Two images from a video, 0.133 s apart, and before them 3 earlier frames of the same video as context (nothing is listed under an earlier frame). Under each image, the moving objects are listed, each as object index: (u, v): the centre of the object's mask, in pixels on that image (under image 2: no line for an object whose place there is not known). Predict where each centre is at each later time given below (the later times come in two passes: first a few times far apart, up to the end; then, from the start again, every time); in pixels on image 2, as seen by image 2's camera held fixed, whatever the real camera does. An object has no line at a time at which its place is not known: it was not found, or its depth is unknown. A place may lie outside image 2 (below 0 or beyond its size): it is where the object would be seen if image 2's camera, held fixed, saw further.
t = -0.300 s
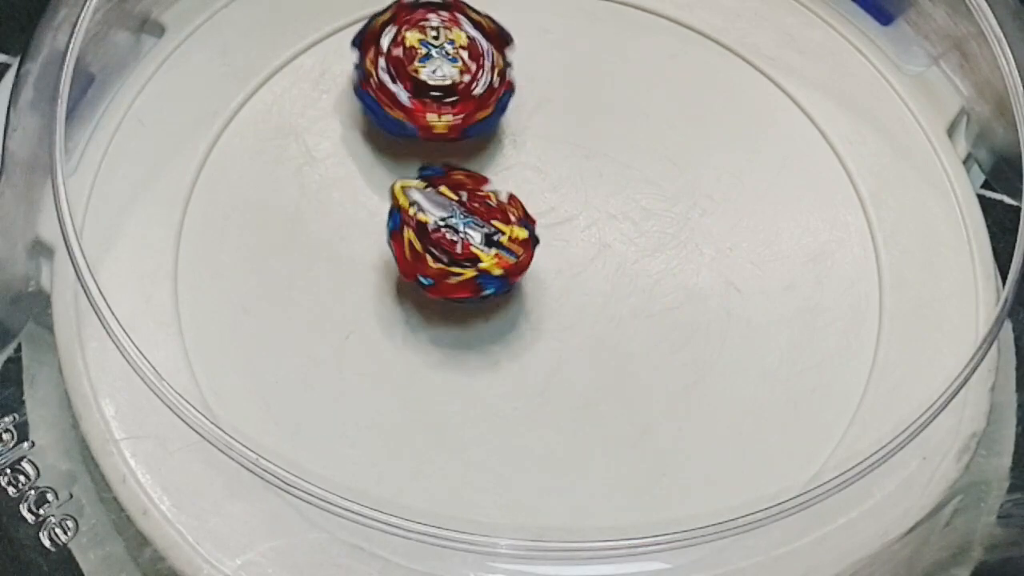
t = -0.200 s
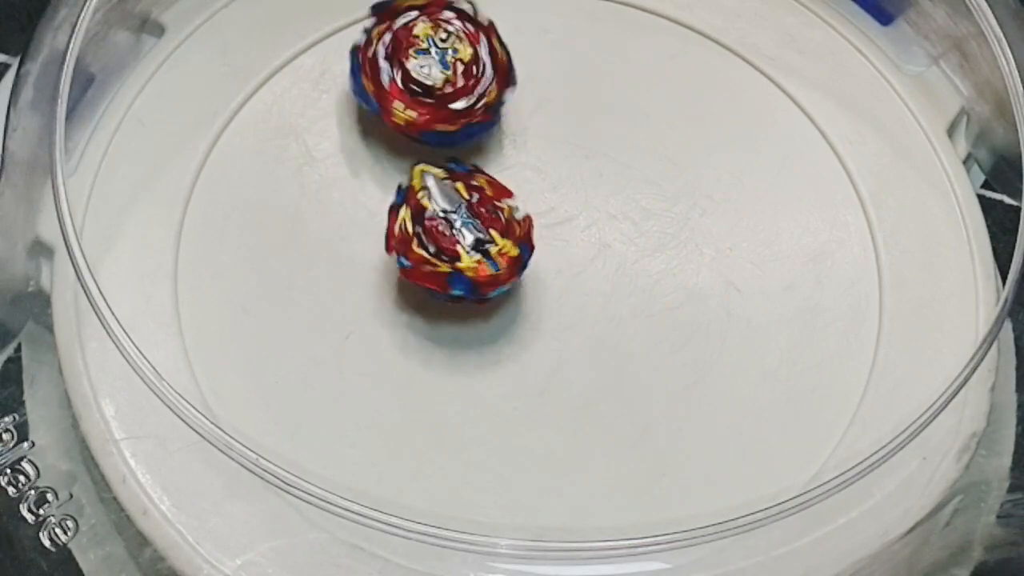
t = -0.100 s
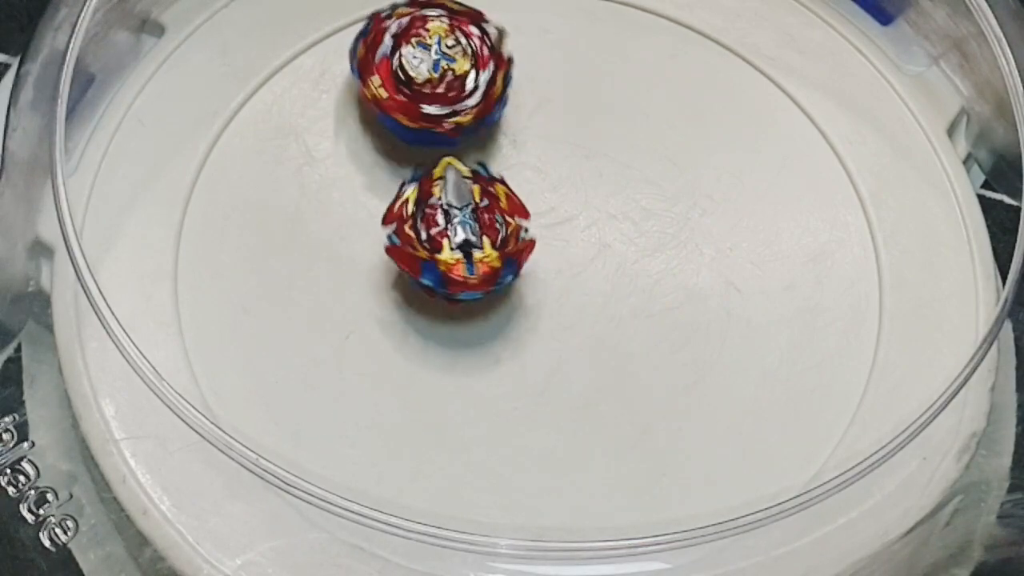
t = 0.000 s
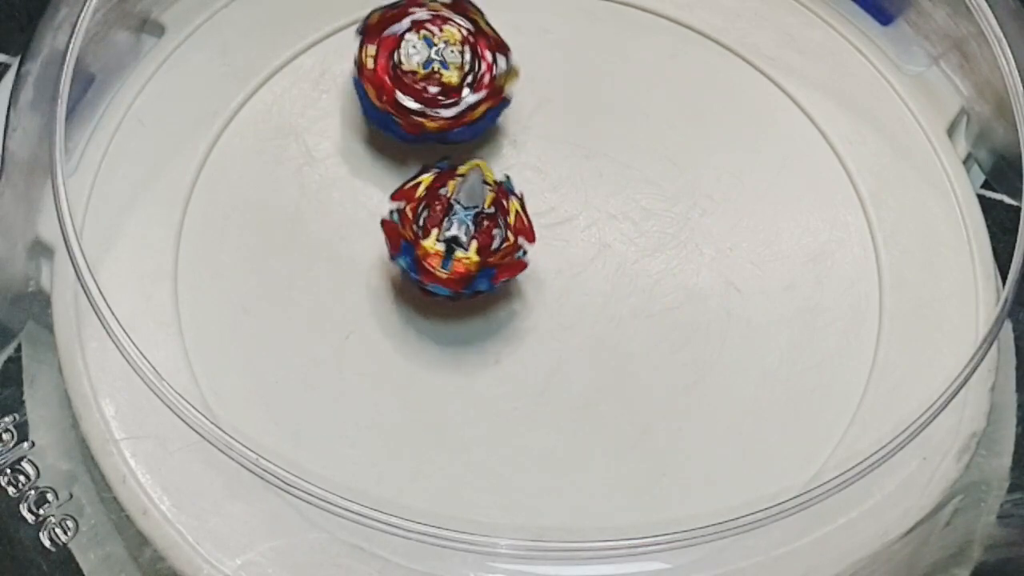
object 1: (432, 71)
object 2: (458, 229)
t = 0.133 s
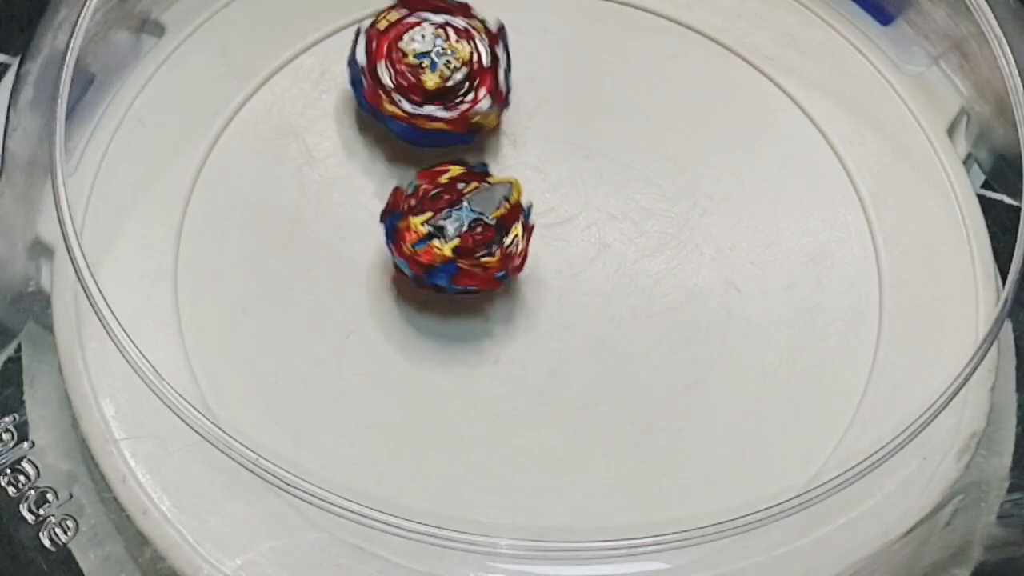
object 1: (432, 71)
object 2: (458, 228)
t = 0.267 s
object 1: (432, 72)
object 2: (458, 227)
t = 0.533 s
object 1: (433, 75)
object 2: (455, 223)
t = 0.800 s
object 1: (433, 79)
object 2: (458, 220)
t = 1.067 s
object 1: (432, 80)
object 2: (455, 219)
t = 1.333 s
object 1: (431, 79)
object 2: (453, 216)
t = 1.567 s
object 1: (436, 79)
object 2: (451, 228)
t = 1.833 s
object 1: (438, 71)
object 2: (445, 243)
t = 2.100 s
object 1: (441, 66)
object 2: (442, 255)
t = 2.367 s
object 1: (443, 62)
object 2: (443, 271)
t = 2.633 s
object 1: (446, 58)
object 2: (438, 287)
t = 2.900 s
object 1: (451, 56)
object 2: (435, 299)
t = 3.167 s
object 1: (453, 54)
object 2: (433, 312)
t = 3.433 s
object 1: (455, 52)
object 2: (430, 324)
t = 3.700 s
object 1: (458, 50)
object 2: (431, 334)
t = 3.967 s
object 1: (459, 48)
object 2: (430, 348)
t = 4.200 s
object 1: (462, 48)
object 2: (427, 357)
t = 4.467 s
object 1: (465, 47)
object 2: (427, 367)
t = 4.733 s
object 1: (467, 46)
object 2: (427, 376)
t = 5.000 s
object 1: (469, 46)
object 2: (425, 383)
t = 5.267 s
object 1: (472, 45)
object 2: (428, 389)
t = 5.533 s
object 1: (482, 47)
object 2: (427, 414)
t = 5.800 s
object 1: (584, 105)
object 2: (490, 475)
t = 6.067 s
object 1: (705, 189)
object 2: (551, 333)
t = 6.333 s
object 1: (803, 259)
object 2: (483, 196)
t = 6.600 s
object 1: (716, 290)
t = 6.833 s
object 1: (564, 341)
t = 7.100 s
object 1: (426, 316)
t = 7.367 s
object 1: (362, 224)
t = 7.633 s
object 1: (364, 124)
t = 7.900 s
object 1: (474, 91)
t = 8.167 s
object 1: (597, 146)
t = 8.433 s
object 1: (686, 230)
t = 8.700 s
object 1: (657, 321)
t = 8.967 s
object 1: (536, 369)
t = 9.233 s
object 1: (435, 374)
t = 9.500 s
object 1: (419, 282)
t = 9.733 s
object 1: (390, 233)
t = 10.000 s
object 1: (416, 228)
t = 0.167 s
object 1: (431, 72)
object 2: (458, 228)
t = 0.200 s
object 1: (432, 72)
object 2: (458, 227)
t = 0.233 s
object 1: (432, 72)
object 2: (458, 227)
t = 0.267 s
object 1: (432, 72)
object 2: (458, 227)
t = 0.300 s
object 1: (433, 72)
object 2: (458, 226)
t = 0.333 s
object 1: (433, 73)
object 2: (457, 226)
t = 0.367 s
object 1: (433, 74)
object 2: (457, 225)
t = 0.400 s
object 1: (433, 74)
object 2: (456, 225)
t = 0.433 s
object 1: (433, 74)
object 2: (456, 224)
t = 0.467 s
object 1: (433, 74)
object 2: (456, 224)
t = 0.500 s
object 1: (433, 75)
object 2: (455, 224)
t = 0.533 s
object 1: (433, 75)
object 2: (455, 223)
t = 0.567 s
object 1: (434, 76)
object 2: (456, 222)
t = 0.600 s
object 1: (433, 76)
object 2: (455, 222)
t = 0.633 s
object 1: (433, 76)
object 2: (456, 221)
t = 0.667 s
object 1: (433, 76)
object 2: (457, 221)
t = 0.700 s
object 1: (433, 77)
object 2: (457, 221)
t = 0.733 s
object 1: (433, 76)
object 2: (457, 220)
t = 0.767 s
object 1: (433, 78)
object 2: (457, 220)
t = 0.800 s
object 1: (433, 79)
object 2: (458, 220)
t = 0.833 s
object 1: (432, 79)
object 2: (458, 220)
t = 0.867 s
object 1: (432, 79)
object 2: (458, 220)
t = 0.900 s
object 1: (432, 79)
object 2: (458, 220)
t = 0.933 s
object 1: (431, 79)
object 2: (458, 220)
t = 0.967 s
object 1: (431, 79)
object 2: (457, 220)
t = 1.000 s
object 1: (431, 79)
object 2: (456, 219)
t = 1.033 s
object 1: (432, 80)
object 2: (456, 219)
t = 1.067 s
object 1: (432, 80)
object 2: (455, 219)
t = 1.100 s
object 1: (432, 81)
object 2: (455, 219)
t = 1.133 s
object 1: (432, 81)
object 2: (454, 219)
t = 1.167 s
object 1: (432, 81)
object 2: (454, 220)
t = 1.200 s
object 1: (432, 81)
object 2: (454, 219)
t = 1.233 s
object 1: (432, 81)
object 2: (453, 218)
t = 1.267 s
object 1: (432, 80)
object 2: (453, 218)
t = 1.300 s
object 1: (432, 80)
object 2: (452, 217)
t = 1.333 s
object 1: (431, 79)
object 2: (453, 216)
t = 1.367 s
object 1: (432, 78)
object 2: (452, 216)
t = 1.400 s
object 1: (433, 78)
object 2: (452, 219)
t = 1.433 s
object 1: (433, 79)
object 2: (452, 221)
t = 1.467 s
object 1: (434, 79)
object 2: (452, 222)
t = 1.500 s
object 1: (435, 79)
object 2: (452, 224)
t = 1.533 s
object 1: (435, 79)
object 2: (451, 226)
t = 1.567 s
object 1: (436, 79)
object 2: (451, 228)
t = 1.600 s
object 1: (436, 77)
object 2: (451, 229)
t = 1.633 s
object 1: (436, 76)
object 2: (450, 231)
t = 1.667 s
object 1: (436, 75)
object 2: (449, 233)
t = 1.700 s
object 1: (437, 74)
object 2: (449, 235)
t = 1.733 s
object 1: (438, 73)
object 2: (448, 238)
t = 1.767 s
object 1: (438, 73)
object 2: (447, 240)
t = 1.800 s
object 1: (438, 72)
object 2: (446, 241)
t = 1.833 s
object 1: (438, 71)
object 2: (445, 243)
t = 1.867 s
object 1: (438, 71)
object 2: (445, 244)
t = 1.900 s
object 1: (439, 70)
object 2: (444, 246)
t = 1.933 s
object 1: (440, 69)
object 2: (443, 248)
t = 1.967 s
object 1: (440, 68)
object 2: (443, 249)
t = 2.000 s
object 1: (440, 68)
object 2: (442, 251)
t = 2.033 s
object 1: (441, 67)
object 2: (442, 252)
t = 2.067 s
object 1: (441, 67)
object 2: (442, 253)
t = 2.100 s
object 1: (441, 66)
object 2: (442, 255)
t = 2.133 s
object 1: (441, 66)
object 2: (442, 257)
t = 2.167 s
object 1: (441, 66)
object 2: (443, 258)
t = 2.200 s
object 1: (441, 65)
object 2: (443, 260)
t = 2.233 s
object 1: (442, 65)
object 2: (443, 262)
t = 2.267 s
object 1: (442, 64)
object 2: (444, 264)
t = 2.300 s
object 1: (443, 63)
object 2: (444, 266)
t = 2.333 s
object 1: (443, 63)
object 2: (444, 268)
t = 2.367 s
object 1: (443, 62)
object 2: (443, 271)
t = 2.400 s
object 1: (443, 62)
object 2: (443, 273)
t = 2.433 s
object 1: (444, 62)
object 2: (443, 275)
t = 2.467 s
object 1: (444, 61)
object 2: (442, 278)
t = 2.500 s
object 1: (444, 61)
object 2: (441, 280)
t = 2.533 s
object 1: (444, 59)
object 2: (440, 282)
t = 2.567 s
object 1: (445, 58)
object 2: (440, 284)
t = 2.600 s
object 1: (445, 58)
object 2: (439, 285)
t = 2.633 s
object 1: (446, 58)
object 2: (438, 287)
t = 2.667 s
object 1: (447, 58)
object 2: (437, 289)
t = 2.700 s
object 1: (448, 58)
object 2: (436, 291)
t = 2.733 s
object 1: (448, 57)
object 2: (436, 292)
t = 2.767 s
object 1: (448, 57)
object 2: (435, 294)
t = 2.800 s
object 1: (449, 57)
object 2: (435, 296)
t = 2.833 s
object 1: (450, 56)
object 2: (435, 297)
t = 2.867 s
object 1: (450, 56)
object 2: (434, 298)
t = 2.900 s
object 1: (451, 56)
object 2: (435, 299)
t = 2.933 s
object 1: (451, 56)
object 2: (434, 301)
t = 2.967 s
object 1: (451, 56)
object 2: (434, 303)
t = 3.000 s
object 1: (452, 56)
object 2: (434, 304)
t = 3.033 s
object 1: (452, 55)
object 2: (433, 306)
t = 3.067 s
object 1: (452, 54)
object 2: (433, 308)
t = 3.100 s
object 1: (452, 54)
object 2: (433, 309)
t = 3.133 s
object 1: (453, 54)
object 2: (433, 310)
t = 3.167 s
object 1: (453, 54)
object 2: (433, 312)
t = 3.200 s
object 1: (454, 54)
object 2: (433, 314)
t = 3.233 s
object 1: (454, 53)
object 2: (432, 315)
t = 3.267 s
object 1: (454, 53)
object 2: (432, 316)
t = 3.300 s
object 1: (454, 53)
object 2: (431, 318)
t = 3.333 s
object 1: (454, 52)
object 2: (431, 319)
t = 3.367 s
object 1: (454, 52)
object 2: (431, 320)
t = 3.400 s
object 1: (455, 52)
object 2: (430, 322)
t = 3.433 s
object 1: (455, 52)
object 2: (430, 324)
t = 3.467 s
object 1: (455, 51)
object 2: (429, 325)
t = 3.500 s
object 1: (455, 51)
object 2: (429, 326)
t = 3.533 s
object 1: (455, 51)
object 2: (429, 327)
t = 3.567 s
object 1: (456, 51)
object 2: (430, 328)
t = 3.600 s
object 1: (456, 50)
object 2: (429, 329)
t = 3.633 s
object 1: (456, 50)
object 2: (430, 331)
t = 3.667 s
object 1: (457, 50)
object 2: (431, 332)
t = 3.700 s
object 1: (458, 50)
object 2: (431, 334)
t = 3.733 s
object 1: (458, 51)
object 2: (431, 335)
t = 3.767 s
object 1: (457, 50)
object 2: (431, 337)
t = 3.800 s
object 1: (457, 50)
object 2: (431, 338)
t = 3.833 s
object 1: (457, 50)
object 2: (431, 340)
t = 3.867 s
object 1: (458, 49)
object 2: (431, 342)
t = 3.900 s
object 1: (458, 49)
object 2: (431, 344)
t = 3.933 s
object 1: (459, 48)
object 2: (430, 346)
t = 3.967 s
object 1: (459, 48)
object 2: (430, 348)
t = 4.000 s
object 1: (460, 49)
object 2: (429, 350)
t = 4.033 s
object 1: (461, 49)
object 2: (429, 351)
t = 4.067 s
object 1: (461, 49)
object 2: (428, 353)
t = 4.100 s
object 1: (461, 49)
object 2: (428, 354)
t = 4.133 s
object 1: (461, 49)
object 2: (427, 355)
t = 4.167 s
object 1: (462, 48)
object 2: (427, 356)
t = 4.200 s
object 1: (462, 48)
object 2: (427, 357)
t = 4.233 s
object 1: (463, 47)
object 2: (426, 359)
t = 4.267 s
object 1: (463, 47)
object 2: (426, 360)
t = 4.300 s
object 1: (464, 48)
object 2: (426, 361)
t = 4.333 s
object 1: (463, 47)
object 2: (426, 362)
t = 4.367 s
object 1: (463, 47)
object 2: (426, 363)
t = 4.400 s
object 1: (464, 47)
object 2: (426, 364)
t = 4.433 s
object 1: (465, 47)
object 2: (427, 365)
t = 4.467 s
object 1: (465, 47)
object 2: (427, 367)
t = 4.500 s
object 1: (465, 47)
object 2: (427, 368)
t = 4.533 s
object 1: (465, 47)
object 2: (427, 369)
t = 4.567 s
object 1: (466, 47)
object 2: (427, 370)
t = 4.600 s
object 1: (466, 47)
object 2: (427, 371)
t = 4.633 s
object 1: (465, 46)
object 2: (427, 372)
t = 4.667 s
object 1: (465, 47)
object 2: (427, 373)
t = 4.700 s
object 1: (466, 46)
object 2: (427, 375)
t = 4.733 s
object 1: (467, 46)
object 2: (427, 376)
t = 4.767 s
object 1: (467, 46)
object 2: (427, 377)
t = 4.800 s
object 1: (467, 46)
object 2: (426, 378)
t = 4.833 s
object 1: (467, 46)
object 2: (426, 379)
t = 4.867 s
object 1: (468, 46)
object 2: (426, 379)
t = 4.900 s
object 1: (468, 46)
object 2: (425, 380)
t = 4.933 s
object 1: (468, 46)
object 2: (425, 382)
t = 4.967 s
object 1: (469, 46)
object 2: (425, 382)
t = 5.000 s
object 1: (469, 46)
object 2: (425, 383)
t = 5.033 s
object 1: (470, 46)
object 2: (425, 384)
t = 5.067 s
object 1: (470, 46)
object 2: (425, 384)
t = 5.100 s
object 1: (469, 46)
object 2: (426, 385)
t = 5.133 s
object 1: (469, 46)
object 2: (426, 385)
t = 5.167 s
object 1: (470, 45)
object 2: (427, 386)
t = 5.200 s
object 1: (470, 45)
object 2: (427, 387)
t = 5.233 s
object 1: (470, 45)
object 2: (428, 388)
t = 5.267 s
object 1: (472, 45)
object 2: (428, 389)
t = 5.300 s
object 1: (472, 45)
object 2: (429, 390)
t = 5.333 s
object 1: (472, 46)
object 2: (429, 391)
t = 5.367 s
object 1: (473, 46)
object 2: (429, 392)
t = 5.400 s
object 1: (473, 46)
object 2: (429, 393)
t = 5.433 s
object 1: (473, 46)
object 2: (429, 395)
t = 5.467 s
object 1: (473, 46)
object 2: (429, 396)
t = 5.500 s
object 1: (474, 46)
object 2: (428, 397)
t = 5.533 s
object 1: (482, 47)
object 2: (427, 414)
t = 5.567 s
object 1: (491, 49)
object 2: (432, 427)
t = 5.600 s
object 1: (500, 53)
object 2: (442, 437)
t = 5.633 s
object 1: (511, 58)
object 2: (444, 451)
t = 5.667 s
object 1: (521, 64)
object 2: (451, 458)
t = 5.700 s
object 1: (536, 72)
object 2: (462, 465)
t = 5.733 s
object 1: (552, 84)
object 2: (466, 471)
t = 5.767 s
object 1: (568, 95)
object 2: (476, 474)
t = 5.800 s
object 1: (584, 105)
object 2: (490, 475)
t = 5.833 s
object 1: (598, 115)
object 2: (498, 472)
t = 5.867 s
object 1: (615, 127)
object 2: (508, 464)
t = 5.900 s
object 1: (632, 138)
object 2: (521, 447)
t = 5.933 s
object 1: (648, 148)
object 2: (525, 425)
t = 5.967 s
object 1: (662, 157)
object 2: (532, 401)
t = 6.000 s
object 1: (675, 168)
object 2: (544, 377)
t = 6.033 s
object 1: (690, 179)
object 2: (545, 354)
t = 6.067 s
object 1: (705, 189)
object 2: (551, 333)
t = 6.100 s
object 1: (718, 198)
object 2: (560, 316)
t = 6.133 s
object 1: (727, 207)
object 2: (563, 298)
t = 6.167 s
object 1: (735, 217)
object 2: (568, 281)
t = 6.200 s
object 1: (744, 227)
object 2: (579, 266)
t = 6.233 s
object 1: (752, 235)
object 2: (577, 250)
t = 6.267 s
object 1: (776, 244)
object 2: (540, 234)
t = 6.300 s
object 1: (790, 252)
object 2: (512, 206)
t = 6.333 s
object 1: (803, 259)
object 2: (483, 196)
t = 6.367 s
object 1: (809, 260)
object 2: (468, 184)
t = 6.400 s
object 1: (809, 265)
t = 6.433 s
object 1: (804, 270)
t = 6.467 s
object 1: (795, 272)
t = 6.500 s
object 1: (781, 274)
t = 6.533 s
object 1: (760, 279)
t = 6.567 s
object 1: (740, 284)
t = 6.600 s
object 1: (716, 290)
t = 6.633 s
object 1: (691, 298)
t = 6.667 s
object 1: (672, 306)
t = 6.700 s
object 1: (653, 318)
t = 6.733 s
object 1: (627, 328)
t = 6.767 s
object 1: (608, 335)
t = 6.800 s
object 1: (587, 339)
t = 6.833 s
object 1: (564, 341)
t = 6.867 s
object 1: (546, 345)
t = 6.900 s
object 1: (527, 343)
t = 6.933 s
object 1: (505, 341)
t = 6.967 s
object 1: (489, 341)
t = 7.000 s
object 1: (471, 336)
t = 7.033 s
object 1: (452, 330)
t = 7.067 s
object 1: (441, 326)
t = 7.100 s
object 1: (426, 316)
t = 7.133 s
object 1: (410, 307)
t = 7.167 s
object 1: (402, 299)
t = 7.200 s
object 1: (389, 286)
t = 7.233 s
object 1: (380, 275)
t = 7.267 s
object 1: (374, 263)
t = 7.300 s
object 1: (368, 249)
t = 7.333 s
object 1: (363, 237)
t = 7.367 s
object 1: (362, 224)
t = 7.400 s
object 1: (360, 209)
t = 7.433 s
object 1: (352, 195)
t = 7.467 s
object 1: (351, 180)
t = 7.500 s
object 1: (348, 166)
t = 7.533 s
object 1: (350, 157)
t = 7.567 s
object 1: (352, 143)
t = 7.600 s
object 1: (355, 135)
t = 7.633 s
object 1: (364, 124)
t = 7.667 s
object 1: (370, 114)
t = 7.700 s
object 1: (384, 108)
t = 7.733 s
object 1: (397, 100)
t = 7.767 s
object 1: (408, 96)
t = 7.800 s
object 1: (426, 92)
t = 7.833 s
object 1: (439, 89)
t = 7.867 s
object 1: (458, 91)
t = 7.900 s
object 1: (474, 91)
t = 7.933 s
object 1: (491, 95)
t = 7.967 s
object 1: (509, 99)
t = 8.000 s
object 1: (524, 104)
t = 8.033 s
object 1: (542, 113)
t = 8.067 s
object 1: (555, 120)
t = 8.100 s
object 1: (571, 130)
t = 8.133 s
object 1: (585, 137)
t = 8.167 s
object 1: (597, 146)
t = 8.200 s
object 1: (613, 152)
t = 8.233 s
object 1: (623, 159)
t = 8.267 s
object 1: (636, 174)
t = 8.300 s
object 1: (646, 182)
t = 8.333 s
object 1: (652, 198)
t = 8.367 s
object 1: (658, 207)
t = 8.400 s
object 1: (673, 218)
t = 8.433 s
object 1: (686, 230)
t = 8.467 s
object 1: (687, 246)
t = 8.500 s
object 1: (691, 255)
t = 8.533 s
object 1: (689, 269)
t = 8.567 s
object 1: (690, 279)
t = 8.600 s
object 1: (683, 291)
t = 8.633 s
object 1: (679, 303)
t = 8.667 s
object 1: (666, 312)
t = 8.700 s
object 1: (657, 321)
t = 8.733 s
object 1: (642, 327)
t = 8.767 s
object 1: (629, 333)
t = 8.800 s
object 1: (613, 335)
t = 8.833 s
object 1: (599, 337)
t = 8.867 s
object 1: (583, 335)
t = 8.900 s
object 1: (568, 333)
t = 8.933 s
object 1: (554, 351)
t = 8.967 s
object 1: (536, 369)
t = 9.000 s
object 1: (513, 379)
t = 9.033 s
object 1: (495, 386)
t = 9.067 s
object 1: (480, 387)
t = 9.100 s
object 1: (471, 385)
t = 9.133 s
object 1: (459, 385)
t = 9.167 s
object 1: (448, 382)
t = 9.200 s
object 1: (441, 378)
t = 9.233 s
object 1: (435, 374)
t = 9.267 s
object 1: (431, 368)
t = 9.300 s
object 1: (430, 364)
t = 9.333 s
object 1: (424, 353)
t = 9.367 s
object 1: (423, 343)
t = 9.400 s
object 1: (421, 330)
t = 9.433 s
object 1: (420, 312)
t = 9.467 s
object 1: (422, 298)
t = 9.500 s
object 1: (419, 282)
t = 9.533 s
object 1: (414, 265)
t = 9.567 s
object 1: (411, 251)
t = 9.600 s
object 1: (404, 243)
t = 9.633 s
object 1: (391, 244)
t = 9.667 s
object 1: (385, 241)
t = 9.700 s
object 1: (386, 236)
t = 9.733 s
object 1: (390, 233)
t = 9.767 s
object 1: (394, 230)
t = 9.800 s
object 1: (397, 230)
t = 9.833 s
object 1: (401, 230)
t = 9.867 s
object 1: (403, 227)
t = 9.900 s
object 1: (410, 229)
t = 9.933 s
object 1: (415, 228)
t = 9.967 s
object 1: (416, 228)
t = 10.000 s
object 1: (416, 228)
